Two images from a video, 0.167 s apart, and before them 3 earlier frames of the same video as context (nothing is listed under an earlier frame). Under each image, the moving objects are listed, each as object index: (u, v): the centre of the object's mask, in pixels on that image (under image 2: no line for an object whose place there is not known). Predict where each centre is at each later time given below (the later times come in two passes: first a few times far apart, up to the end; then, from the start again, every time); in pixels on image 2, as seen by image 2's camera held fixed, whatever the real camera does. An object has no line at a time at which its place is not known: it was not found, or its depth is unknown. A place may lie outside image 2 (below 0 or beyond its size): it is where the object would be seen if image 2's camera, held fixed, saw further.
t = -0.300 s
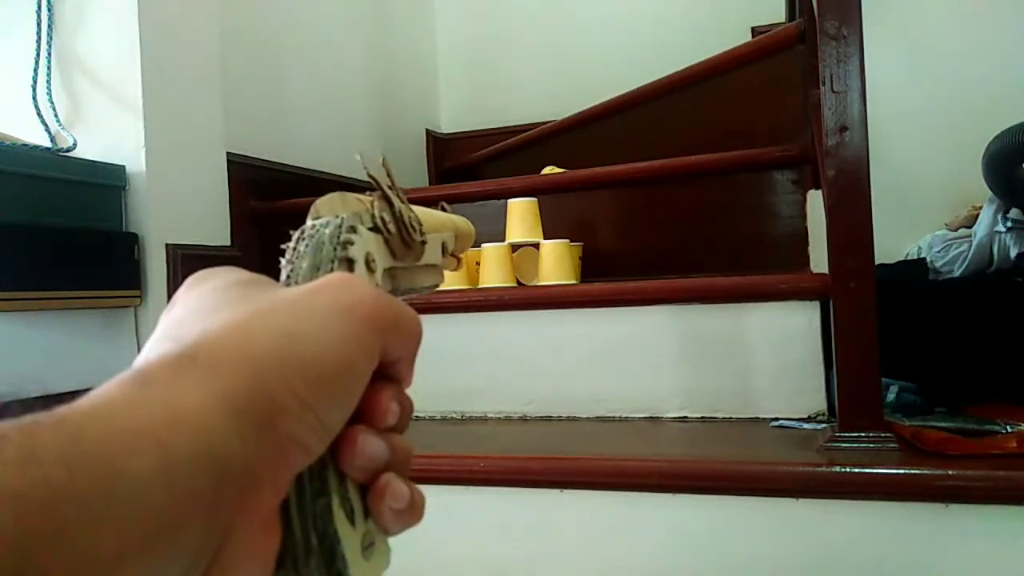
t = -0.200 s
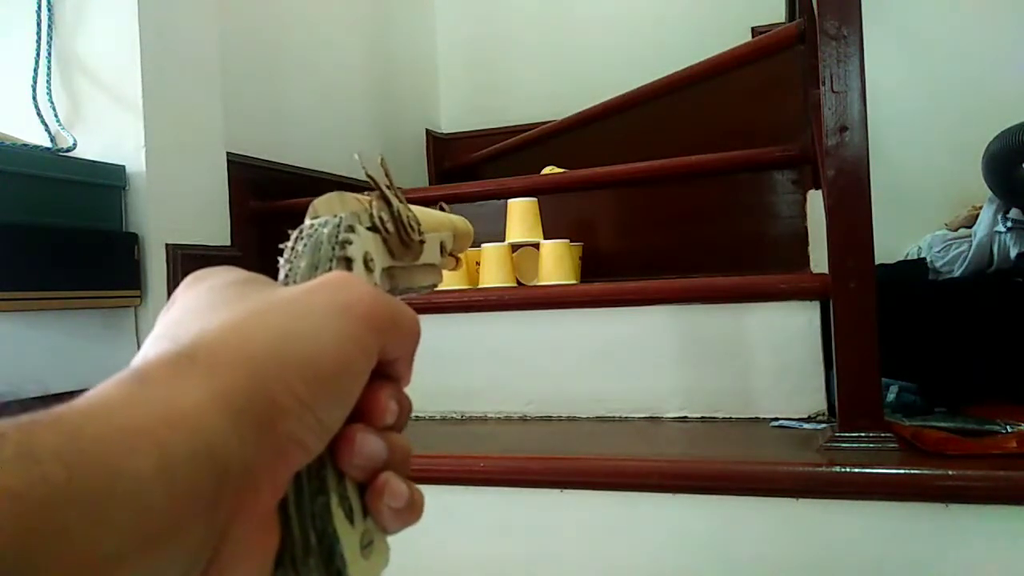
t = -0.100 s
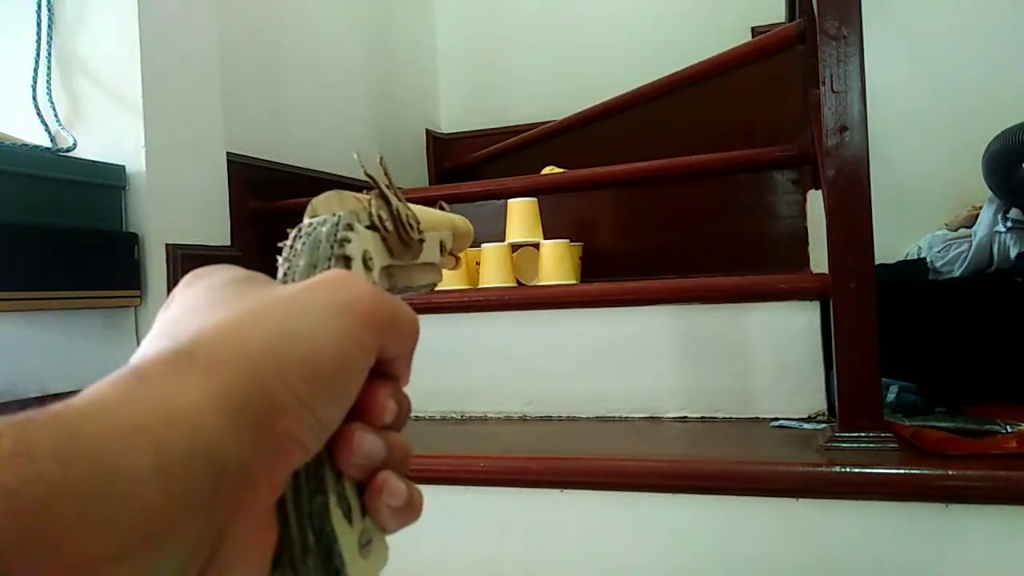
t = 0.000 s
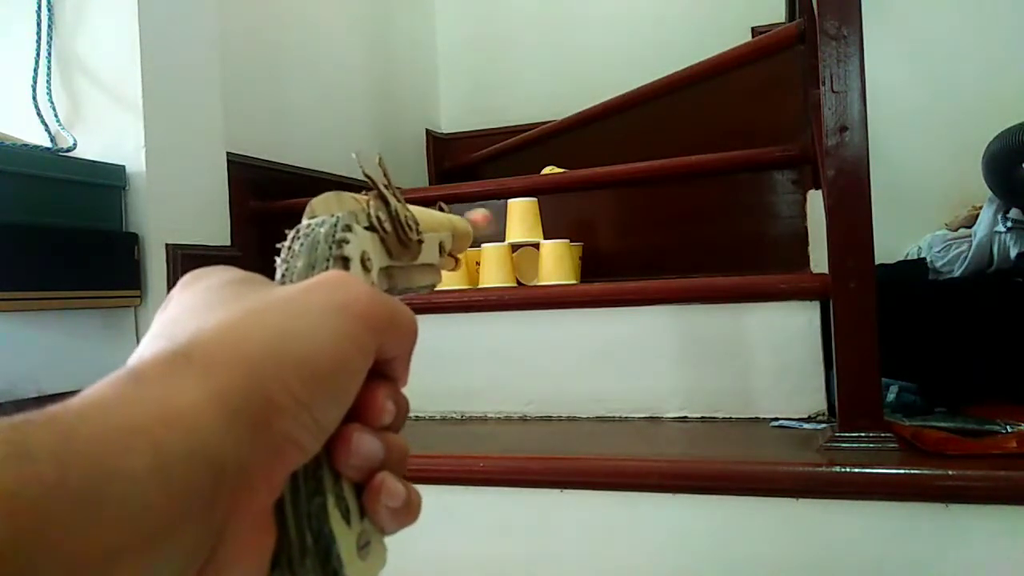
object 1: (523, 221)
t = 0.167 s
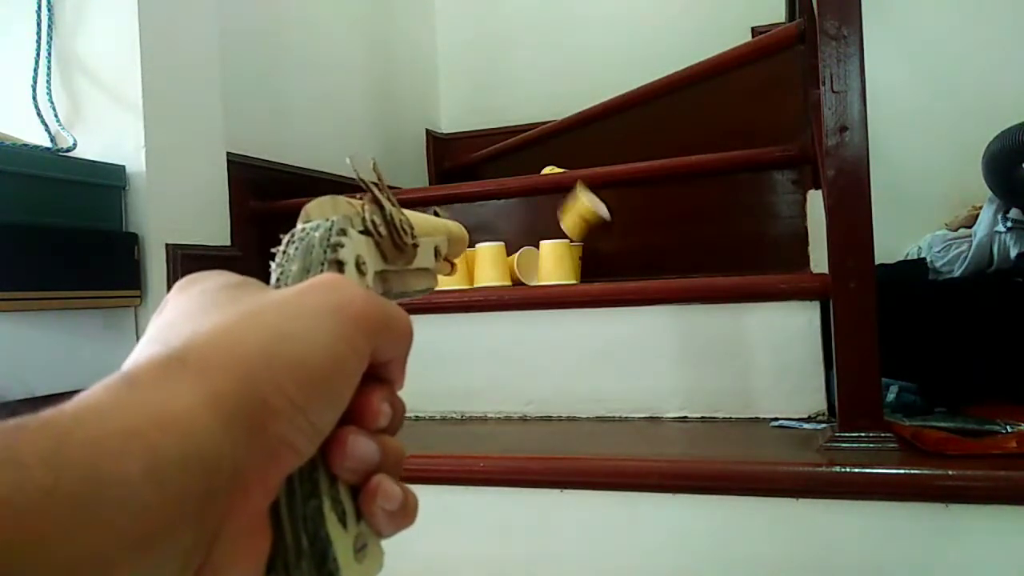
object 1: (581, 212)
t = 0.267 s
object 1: (600, 237)
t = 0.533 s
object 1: (673, 282)
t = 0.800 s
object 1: (773, 401)
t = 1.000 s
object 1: (725, 548)
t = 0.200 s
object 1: (589, 223)
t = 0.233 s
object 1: (597, 228)
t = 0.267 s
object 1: (600, 237)
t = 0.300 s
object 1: (606, 250)
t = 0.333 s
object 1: (612, 243)
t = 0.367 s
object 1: (620, 235)
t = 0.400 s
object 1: (630, 234)
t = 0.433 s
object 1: (640, 240)
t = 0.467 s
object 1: (650, 254)
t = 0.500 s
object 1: (661, 270)
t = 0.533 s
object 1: (673, 282)
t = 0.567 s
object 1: (686, 311)
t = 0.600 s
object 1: (703, 349)
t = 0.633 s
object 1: (722, 395)
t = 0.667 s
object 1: (749, 407)
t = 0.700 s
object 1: (780, 398)
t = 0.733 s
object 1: (807, 393)
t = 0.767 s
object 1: (792, 392)
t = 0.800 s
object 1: (773, 401)
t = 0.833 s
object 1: (764, 415)
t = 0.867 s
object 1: (753, 435)
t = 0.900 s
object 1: (742, 450)
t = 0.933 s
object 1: (735, 471)
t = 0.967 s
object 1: (728, 511)
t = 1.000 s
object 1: (725, 548)
